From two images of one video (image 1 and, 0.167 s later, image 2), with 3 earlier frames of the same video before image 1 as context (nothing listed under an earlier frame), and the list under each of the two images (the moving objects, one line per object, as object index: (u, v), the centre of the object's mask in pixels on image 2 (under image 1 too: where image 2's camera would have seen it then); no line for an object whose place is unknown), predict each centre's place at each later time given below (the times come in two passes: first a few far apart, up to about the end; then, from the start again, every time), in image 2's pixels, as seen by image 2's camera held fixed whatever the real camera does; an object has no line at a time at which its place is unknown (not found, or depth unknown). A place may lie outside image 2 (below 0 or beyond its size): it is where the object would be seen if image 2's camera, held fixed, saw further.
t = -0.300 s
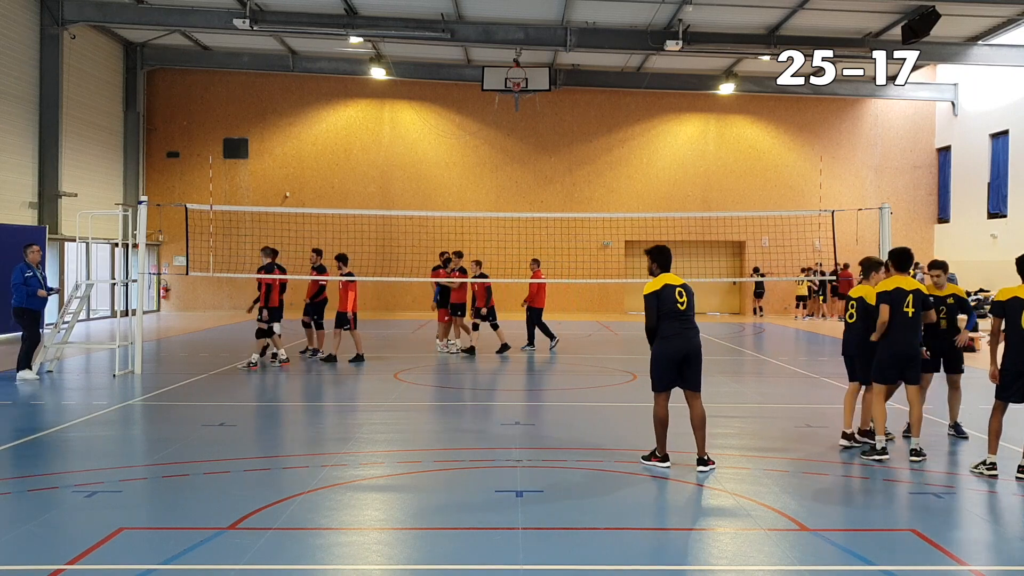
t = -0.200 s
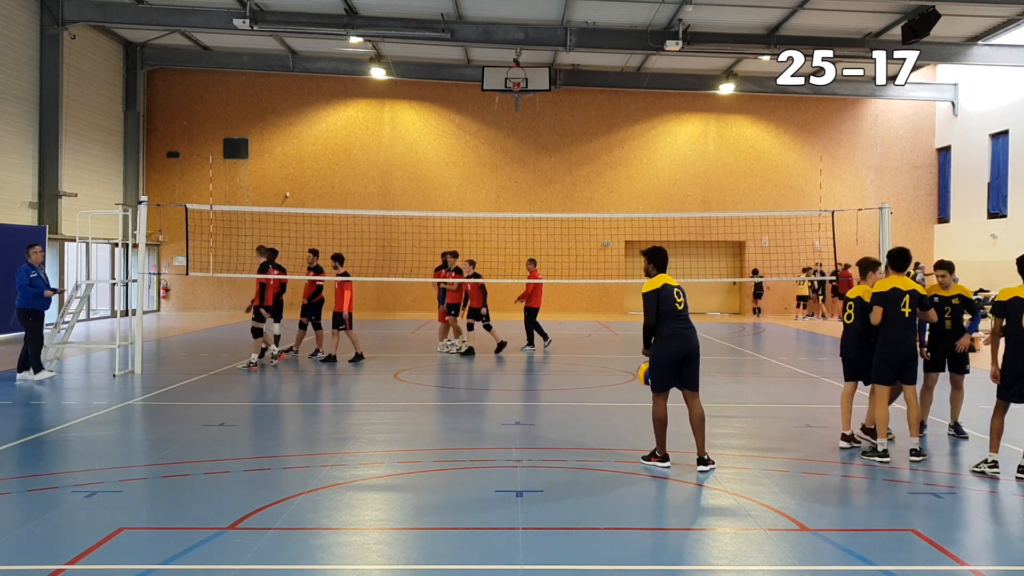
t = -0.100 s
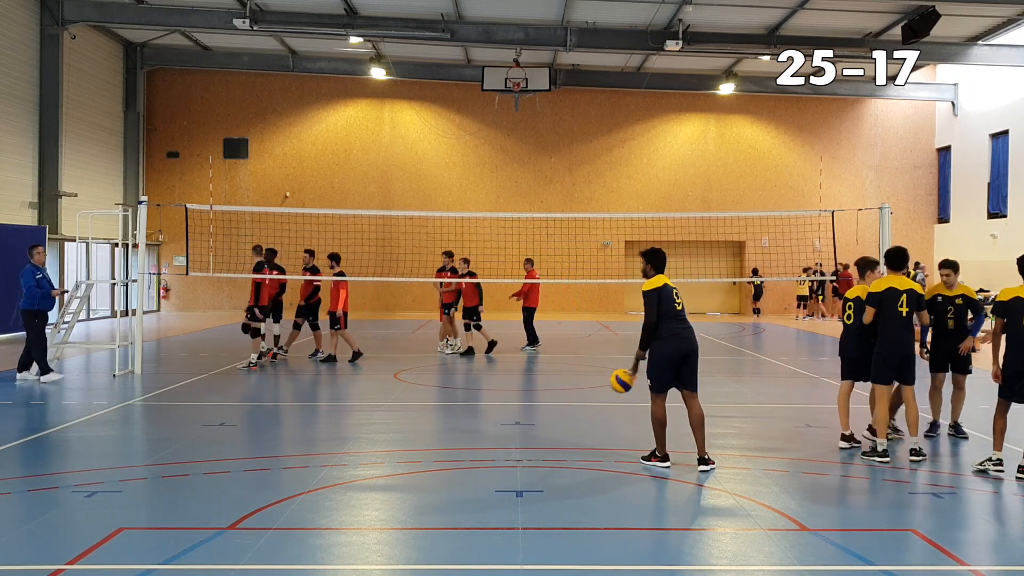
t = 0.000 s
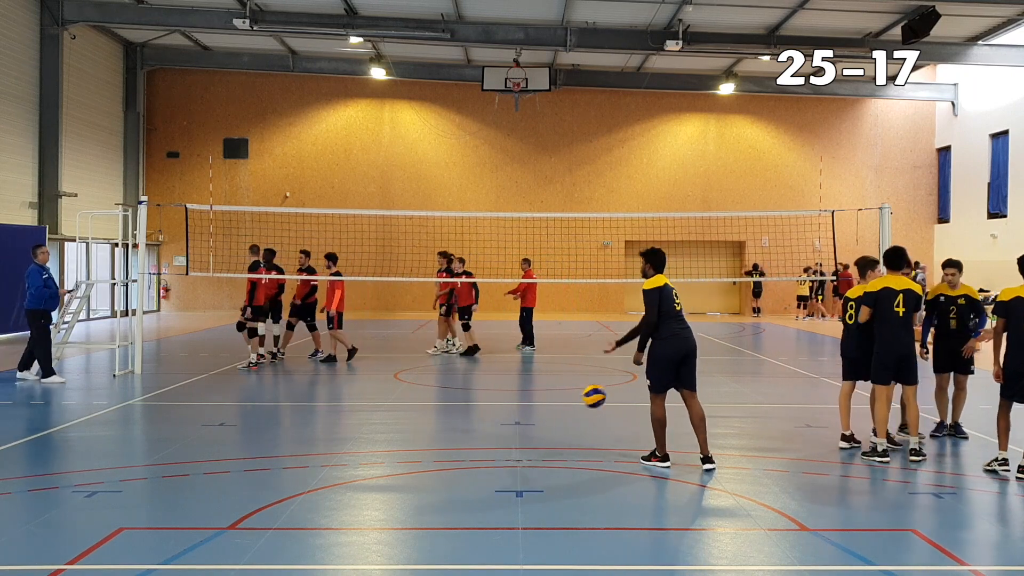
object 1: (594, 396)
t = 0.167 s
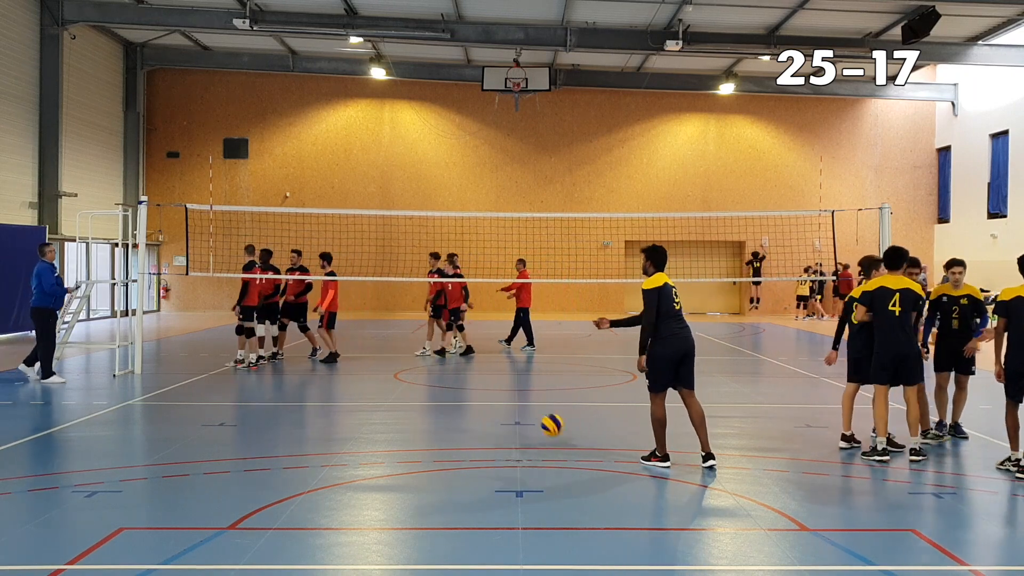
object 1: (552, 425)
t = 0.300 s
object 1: (528, 395)
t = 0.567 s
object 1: (482, 391)
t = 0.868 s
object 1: (433, 396)
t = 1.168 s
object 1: (388, 409)
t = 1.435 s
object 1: (352, 393)
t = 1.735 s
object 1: (312, 394)
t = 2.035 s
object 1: (277, 392)
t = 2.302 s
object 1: (247, 391)
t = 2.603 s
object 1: (216, 393)
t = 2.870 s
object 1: (190, 388)
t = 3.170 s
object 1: (164, 386)
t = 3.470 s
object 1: (140, 384)
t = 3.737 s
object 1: (119, 382)
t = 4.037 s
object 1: (96, 379)
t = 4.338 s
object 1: (75, 377)
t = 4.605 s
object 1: (56, 374)
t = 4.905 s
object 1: (37, 372)
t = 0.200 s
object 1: (546, 416)
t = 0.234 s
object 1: (540, 408)
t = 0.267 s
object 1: (534, 400)
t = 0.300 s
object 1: (528, 395)
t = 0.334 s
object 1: (522, 390)
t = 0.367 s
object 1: (516, 387)
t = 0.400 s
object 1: (510, 385)
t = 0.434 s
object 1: (505, 384)
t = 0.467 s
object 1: (499, 384)
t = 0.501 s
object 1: (493, 385)
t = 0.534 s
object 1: (487, 388)
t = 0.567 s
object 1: (482, 391)
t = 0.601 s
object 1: (477, 396)
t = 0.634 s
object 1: (470, 401)
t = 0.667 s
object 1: (465, 408)
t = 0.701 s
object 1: (459, 416)
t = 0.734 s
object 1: (454, 418)
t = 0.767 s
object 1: (449, 410)
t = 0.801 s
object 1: (444, 404)
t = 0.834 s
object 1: (438, 400)
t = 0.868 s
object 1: (433, 396)
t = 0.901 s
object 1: (429, 393)
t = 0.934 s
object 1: (423, 391)
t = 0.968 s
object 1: (418, 391)
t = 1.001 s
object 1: (413, 391)
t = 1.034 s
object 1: (408, 393)
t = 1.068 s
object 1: (403, 395)
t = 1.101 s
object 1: (398, 399)
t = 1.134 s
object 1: (393, 404)
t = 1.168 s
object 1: (388, 409)
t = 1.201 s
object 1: (383, 410)
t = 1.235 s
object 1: (379, 404)
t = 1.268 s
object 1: (374, 399)
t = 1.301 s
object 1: (370, 396)
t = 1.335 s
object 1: (365, 394)
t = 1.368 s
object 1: (361, 393)
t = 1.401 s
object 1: (355, 392)
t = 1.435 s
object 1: (352, 393)
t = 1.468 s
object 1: (348, 395)
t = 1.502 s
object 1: (343, 397)
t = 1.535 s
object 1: (338, 401)
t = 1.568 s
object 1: (334, 406)
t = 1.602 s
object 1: (330, 403)
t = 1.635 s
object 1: (326, 399)
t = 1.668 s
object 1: (322, 396)
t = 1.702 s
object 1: (317, 394)
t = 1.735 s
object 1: (312, 394)
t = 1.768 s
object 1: (309, 394)
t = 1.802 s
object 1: (305, 395)
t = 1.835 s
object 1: (300, 397)
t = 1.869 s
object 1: (296, 400)
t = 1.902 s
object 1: (292, 400)
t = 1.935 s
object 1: (288, 397)
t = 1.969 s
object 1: (285, 394)
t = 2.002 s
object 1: (281, 393)
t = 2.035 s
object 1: (277, 392)
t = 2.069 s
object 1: (273, 393)
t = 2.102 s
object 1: (269, 394)
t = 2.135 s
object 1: (265, 396)
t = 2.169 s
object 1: (262, 398)
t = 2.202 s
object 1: (258, 394)
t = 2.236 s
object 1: (255, 392)
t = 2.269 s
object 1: (251, 392)
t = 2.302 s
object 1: (247, 391)
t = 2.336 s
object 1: (244, 392)
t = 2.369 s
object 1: (240, 393)
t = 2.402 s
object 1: (236, 395)
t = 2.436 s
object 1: (233, 392)
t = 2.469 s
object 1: (229, 391)
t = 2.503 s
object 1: (227, 390)
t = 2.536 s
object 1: (223, 390)
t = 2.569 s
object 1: (220, 391)
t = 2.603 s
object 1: (216, 393)
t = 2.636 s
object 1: (213, 391)
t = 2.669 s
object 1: (209, 389)
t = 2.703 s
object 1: (207, 389)
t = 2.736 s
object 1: (203, 389)
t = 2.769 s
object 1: (200, 391)
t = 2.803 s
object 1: (196, 390)
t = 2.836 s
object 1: (193, 388)
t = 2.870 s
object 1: (190, 388)
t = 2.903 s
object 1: (187, 388)
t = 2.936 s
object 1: (184, 389)
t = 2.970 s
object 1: (181, 387)
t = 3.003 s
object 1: (178, 387)
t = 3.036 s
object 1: (176, 387)
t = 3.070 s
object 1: (173, 388)
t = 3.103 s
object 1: (170, 386)
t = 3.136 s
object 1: (167, 386)
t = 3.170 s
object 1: (164, 386)
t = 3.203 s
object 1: (161, 386)
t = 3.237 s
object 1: (158, 385)
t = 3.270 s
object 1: (156, 385)
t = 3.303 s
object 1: (153, 385)
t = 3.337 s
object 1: (150, 384)
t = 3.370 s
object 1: (148, 384)
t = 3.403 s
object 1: (145, 384)
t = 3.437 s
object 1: (142, 383)
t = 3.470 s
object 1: (140, 384)
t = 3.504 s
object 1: (137, 383)
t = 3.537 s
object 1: (134, 383)
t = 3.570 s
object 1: (131, 383)
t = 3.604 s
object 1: (129, 382)
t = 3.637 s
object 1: (126, 383)
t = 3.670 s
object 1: (124, 383)
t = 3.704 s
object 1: (121, 382)
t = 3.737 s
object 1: (119, 382)
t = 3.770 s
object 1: (116, 381)
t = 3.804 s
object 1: (113, 381)
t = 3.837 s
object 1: (111, 381)
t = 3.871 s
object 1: (108, 380)
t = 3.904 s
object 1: (106, 380)
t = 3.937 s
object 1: (104, 379)
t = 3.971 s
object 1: (101, 379)
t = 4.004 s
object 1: (99, 379)
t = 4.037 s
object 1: (96, 379)
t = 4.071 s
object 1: (94, 378)
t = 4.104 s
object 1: (91, 378)
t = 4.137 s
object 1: (89, 378)
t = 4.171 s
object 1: (86, 377)
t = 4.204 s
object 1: (84, 377)
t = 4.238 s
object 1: (82, 377)
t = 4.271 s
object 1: (80, 377)
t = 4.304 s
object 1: (78, 377)
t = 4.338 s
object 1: (75, 377)
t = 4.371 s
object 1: (73, 376)
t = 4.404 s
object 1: (70, 375)
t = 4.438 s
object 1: (68, 375)
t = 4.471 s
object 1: (65, 375)
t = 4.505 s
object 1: (64, 375)
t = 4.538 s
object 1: (61, 375)
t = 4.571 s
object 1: (59, 375)
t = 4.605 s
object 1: (56, 374)
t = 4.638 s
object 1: (54, 374)
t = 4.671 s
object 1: (52, 374)
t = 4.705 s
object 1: (50, 374)
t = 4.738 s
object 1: (49, 373)
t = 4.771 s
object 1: (46, 373)
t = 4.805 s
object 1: (44, 373)
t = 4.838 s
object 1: (42, 373)
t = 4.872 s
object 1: (39, 373)
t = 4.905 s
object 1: (37, 372)
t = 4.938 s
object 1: (35, 372)
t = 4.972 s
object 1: (33, 372)
